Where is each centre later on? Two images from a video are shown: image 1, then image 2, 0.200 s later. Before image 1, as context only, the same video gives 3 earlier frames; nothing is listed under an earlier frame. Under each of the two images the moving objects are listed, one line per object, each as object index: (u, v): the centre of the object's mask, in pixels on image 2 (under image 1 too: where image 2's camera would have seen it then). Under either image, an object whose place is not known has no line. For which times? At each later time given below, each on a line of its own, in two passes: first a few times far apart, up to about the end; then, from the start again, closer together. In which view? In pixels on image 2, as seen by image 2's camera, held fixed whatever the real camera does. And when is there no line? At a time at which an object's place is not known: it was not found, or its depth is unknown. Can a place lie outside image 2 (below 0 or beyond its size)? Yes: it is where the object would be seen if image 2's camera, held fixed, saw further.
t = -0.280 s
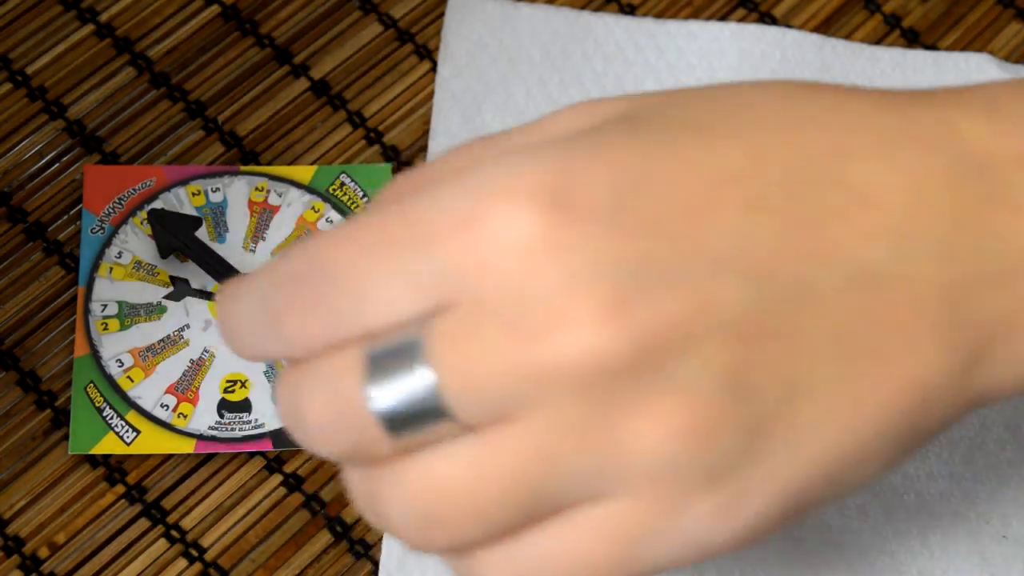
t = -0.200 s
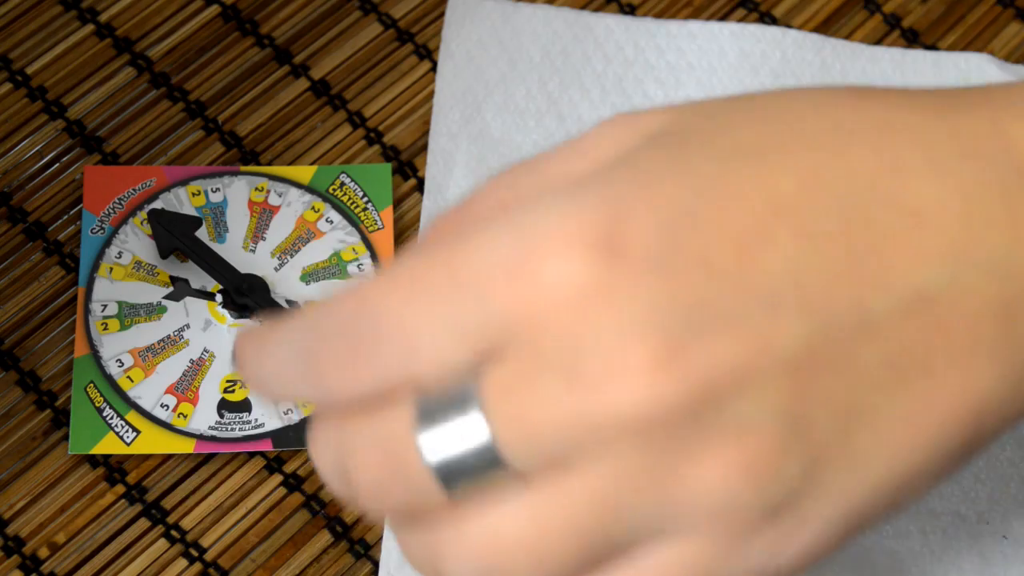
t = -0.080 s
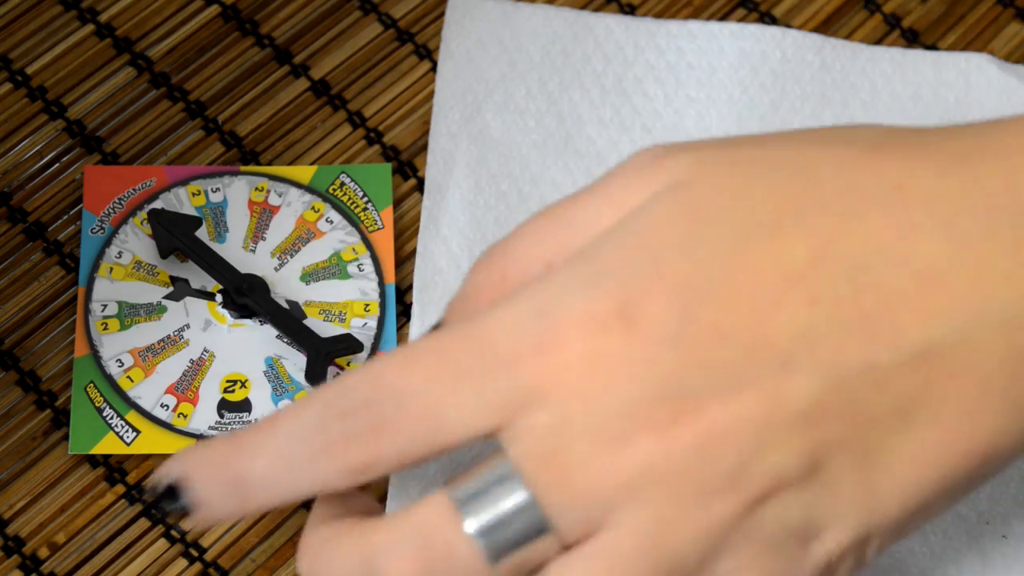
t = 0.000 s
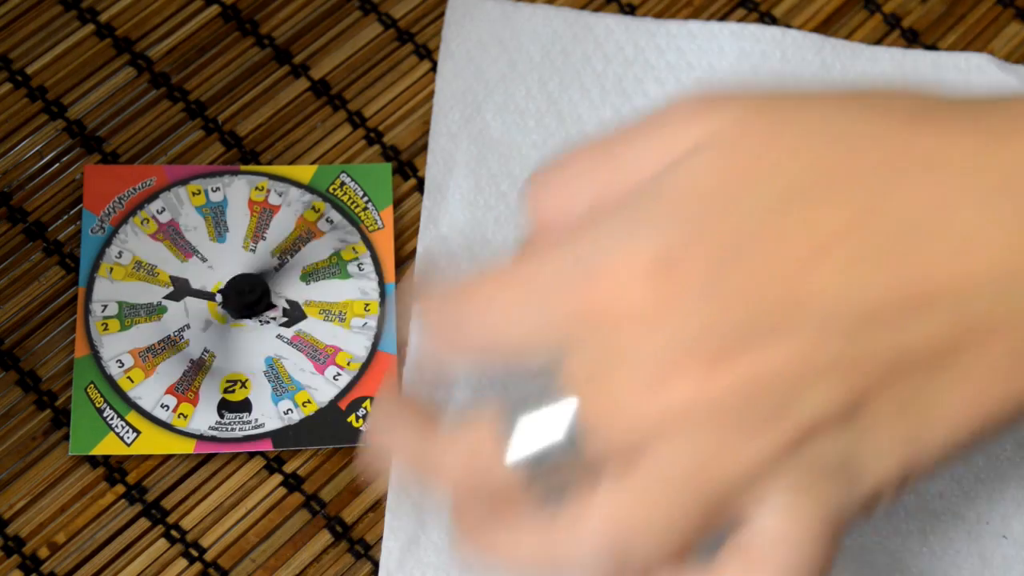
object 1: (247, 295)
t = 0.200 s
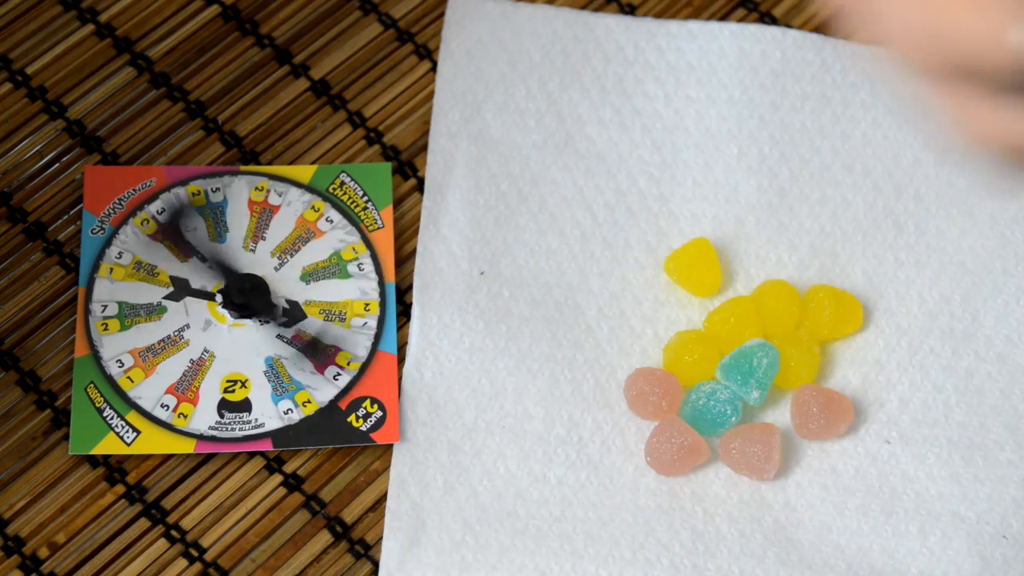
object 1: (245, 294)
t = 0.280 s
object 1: (246, 292)
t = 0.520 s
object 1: (237, 294)
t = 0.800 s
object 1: (241, 291)
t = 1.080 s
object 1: (246, 292)
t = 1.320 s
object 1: (246, 292)
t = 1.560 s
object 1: (246, 292)
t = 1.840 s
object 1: (246, 292)
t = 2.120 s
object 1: (246, 292)
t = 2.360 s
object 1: (246, 292)
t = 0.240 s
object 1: (255, 288)
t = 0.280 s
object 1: (246, 292)
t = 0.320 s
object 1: (225, 284)
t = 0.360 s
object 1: (241, 294)
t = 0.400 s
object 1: (242, 307)
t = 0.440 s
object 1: (246, 286)
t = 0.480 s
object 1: (242, 293)
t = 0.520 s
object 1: (237, 294)
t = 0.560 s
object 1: (244, 295)
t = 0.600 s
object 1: (246, 295)
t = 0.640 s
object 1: (247, 290)
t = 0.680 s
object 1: (247, 292)
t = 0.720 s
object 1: (249, 292)
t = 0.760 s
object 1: (241, 291)
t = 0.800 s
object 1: (241, 291)
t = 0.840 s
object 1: (240, 291)
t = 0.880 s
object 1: (242, 292)
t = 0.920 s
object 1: (244, 292)
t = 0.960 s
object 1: (245, 292)
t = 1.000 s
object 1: (246, 292)
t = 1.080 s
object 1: (246, 292)
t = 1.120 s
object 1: (246, 292)
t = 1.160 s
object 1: (246, 292)
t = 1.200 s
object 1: (246, 292)
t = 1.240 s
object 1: (246, 292)
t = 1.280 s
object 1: (246, 292)
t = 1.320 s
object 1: (246, 292)
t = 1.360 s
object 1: (246, 292)
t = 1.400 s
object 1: (246, 292)
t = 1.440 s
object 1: (246, 292)
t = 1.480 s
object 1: (246, 292)
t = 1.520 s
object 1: (246, 292)
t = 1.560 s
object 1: (246, 292)
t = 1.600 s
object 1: (246, 292)
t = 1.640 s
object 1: (246, 292)
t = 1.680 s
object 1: (246, 292)
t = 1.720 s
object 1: (246, 292)
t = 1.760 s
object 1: (246, 292)
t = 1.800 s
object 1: (246, 292)
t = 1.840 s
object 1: (246, 292)
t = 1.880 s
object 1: (246, 292)
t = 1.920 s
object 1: (246, 292)
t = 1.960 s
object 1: (246, 292)
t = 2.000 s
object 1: (245, 291)
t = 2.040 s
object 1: (245, 292)
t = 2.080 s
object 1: (246, 292)
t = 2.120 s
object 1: (246, 292)
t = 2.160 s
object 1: (246, 292)
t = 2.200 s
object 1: (246, 292)
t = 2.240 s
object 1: (246, 292)
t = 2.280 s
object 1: (245, 292)
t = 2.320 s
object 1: (246, 292)
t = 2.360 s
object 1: (246, 292)
